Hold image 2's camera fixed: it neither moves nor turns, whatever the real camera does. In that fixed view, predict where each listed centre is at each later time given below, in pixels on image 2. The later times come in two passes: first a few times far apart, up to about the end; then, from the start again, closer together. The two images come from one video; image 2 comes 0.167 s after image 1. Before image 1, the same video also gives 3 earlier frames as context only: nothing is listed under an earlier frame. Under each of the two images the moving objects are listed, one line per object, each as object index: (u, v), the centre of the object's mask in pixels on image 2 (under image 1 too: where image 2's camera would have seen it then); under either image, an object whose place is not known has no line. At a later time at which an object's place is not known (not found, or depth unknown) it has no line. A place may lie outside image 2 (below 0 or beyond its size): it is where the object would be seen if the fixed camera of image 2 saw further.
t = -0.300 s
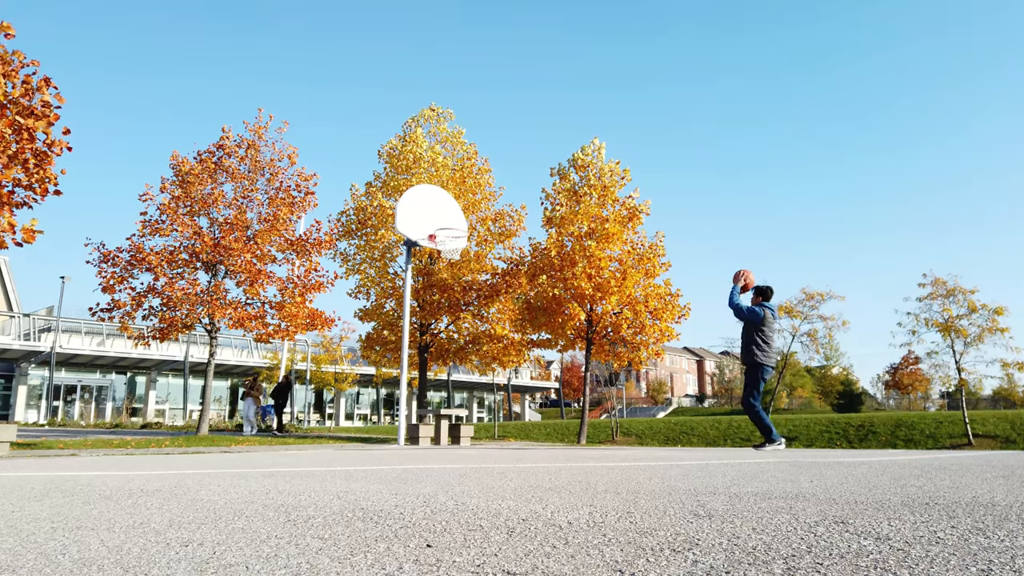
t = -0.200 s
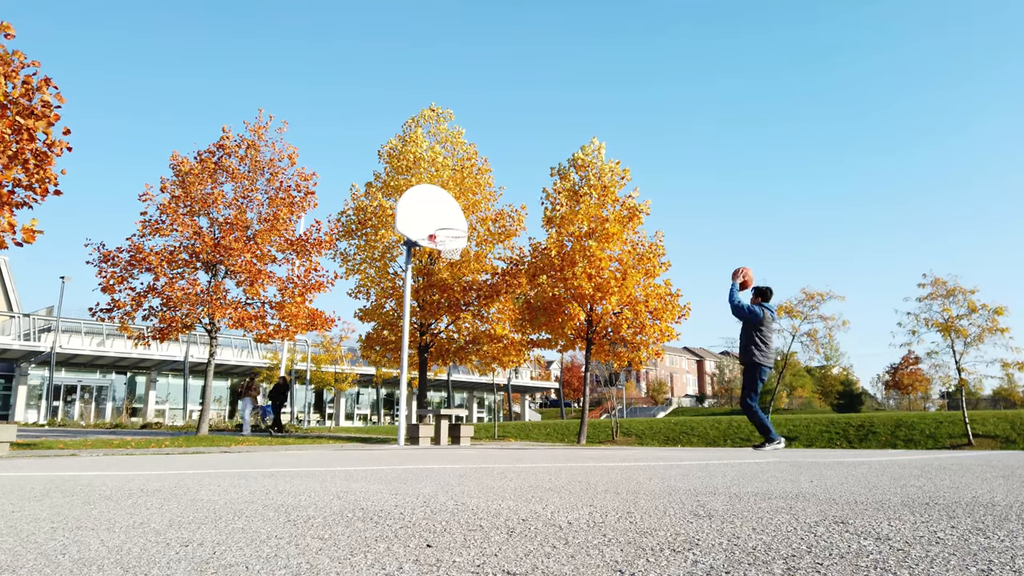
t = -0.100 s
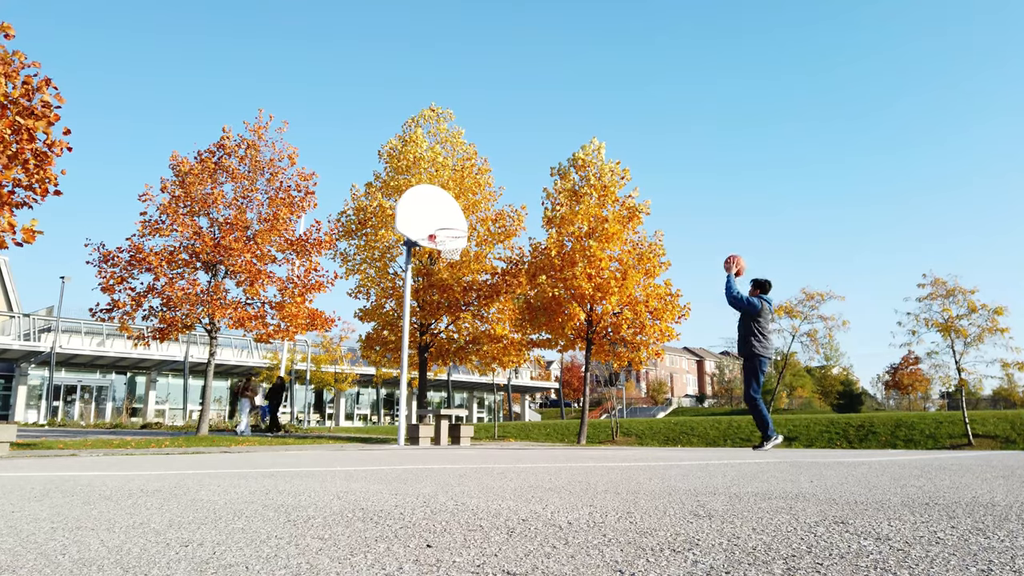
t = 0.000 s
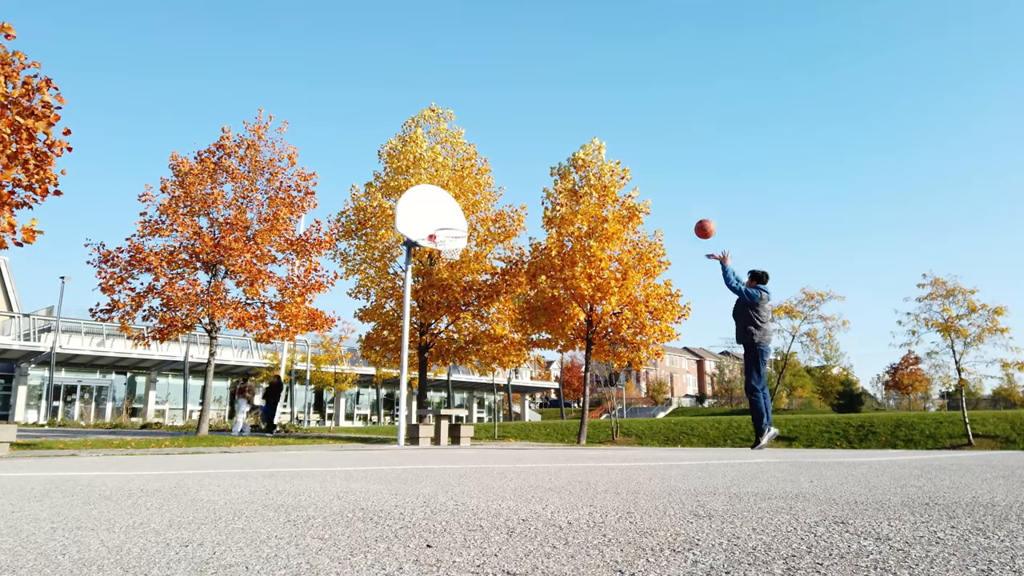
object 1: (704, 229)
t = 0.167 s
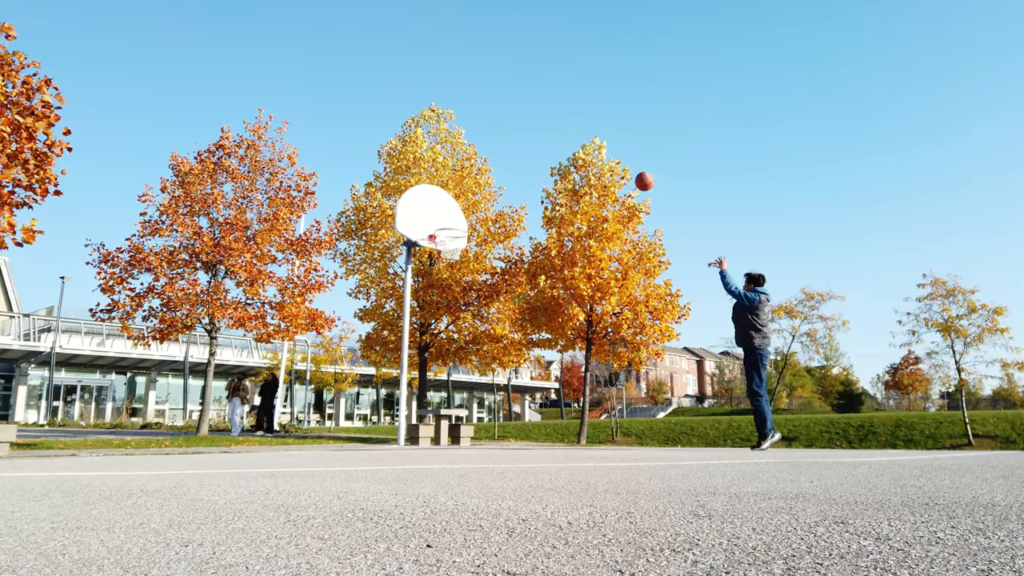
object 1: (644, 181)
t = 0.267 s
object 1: (611, 165)
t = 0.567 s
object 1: (525, 161)
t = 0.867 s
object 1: (450, 216)
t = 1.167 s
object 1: (479, 175)
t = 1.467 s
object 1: (527, 167)
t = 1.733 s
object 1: (570, 211)
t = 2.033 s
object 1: (624, 326)
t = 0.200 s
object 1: (632, 175)
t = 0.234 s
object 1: (622, 169)
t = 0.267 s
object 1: (611, 165)
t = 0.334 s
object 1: (591, 158)
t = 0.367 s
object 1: (581, 156)
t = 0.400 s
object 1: (570, 155)
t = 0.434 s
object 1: (561, 154)
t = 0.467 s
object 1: (552, 155)
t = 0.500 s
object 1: (542, 156)
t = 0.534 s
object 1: (533, 158)
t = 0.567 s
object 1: (525, 161)
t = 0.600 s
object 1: (516, 164)
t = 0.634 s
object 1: (507, 168)
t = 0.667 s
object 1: (498, 173)
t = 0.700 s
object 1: (490, 178)
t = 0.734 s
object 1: (483, 185)
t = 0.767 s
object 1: (474, 191)
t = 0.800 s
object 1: (466, 198)
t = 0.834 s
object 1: (458, 206)
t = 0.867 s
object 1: (450, 216)
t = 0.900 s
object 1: (441, 225)
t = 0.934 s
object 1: (443, 221)
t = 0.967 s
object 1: (448, 213)
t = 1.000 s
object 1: (454, 204)
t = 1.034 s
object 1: (459, 197)
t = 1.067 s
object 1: (465, 191)
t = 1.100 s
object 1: (470, 185)
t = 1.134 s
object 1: (474, 179)
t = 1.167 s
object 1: (479, 175)
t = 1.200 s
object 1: (485, 171)
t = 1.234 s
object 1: (490, 168)
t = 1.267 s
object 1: (495, 166)
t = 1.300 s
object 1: (500, 164)
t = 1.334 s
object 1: (506, 163)
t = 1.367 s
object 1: (511, 163)
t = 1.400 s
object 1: (516, 164)
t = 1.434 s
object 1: (521, 165)
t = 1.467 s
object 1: (527, 167)
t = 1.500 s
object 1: (532, 170)
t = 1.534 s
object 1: (537, 174)
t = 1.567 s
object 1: (543, 178)
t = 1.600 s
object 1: (548, 183)
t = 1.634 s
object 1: (553, 189)
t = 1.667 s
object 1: (560, 196)
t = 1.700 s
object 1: (565, 203)
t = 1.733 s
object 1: (570, 211)
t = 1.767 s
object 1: (576, 221)
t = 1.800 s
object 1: (582, 231)
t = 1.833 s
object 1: (588, 242)
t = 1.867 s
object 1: (593, 253)
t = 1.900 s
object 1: (600, 266)
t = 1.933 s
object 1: (606, 279)
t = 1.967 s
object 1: (612, 294)
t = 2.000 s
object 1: (618, 310)
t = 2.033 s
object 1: (624, 326)
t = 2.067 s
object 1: (630, 344)
